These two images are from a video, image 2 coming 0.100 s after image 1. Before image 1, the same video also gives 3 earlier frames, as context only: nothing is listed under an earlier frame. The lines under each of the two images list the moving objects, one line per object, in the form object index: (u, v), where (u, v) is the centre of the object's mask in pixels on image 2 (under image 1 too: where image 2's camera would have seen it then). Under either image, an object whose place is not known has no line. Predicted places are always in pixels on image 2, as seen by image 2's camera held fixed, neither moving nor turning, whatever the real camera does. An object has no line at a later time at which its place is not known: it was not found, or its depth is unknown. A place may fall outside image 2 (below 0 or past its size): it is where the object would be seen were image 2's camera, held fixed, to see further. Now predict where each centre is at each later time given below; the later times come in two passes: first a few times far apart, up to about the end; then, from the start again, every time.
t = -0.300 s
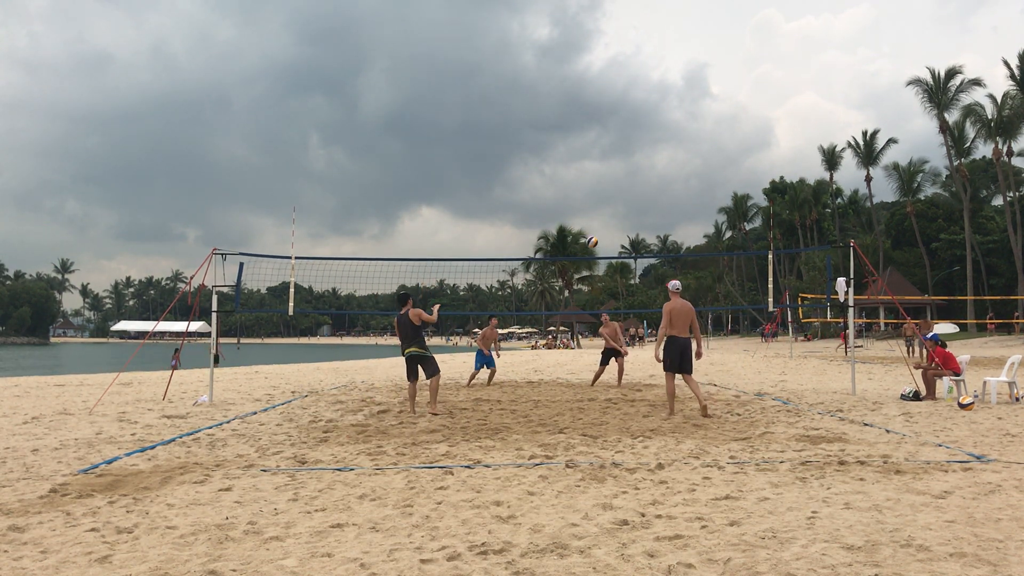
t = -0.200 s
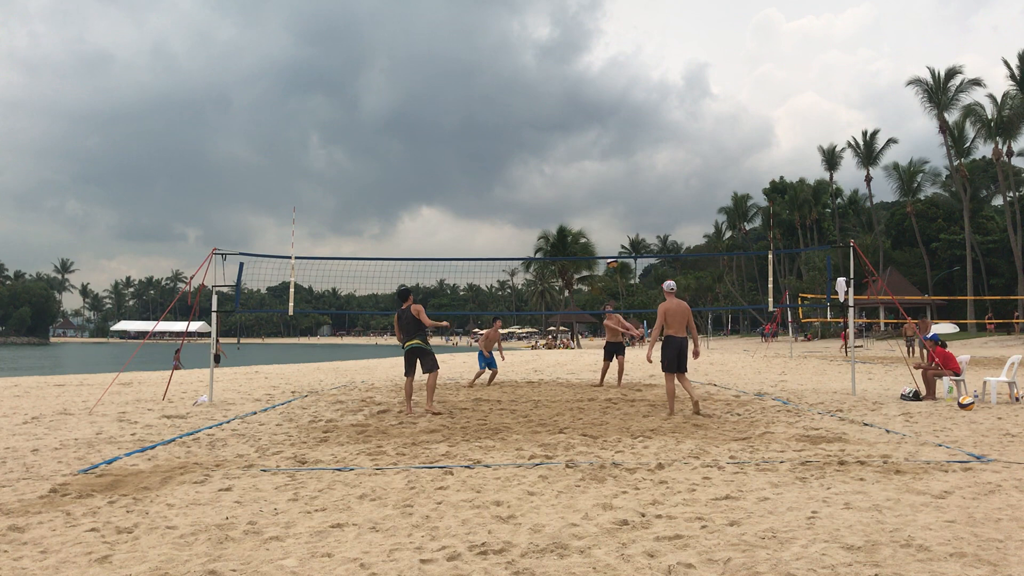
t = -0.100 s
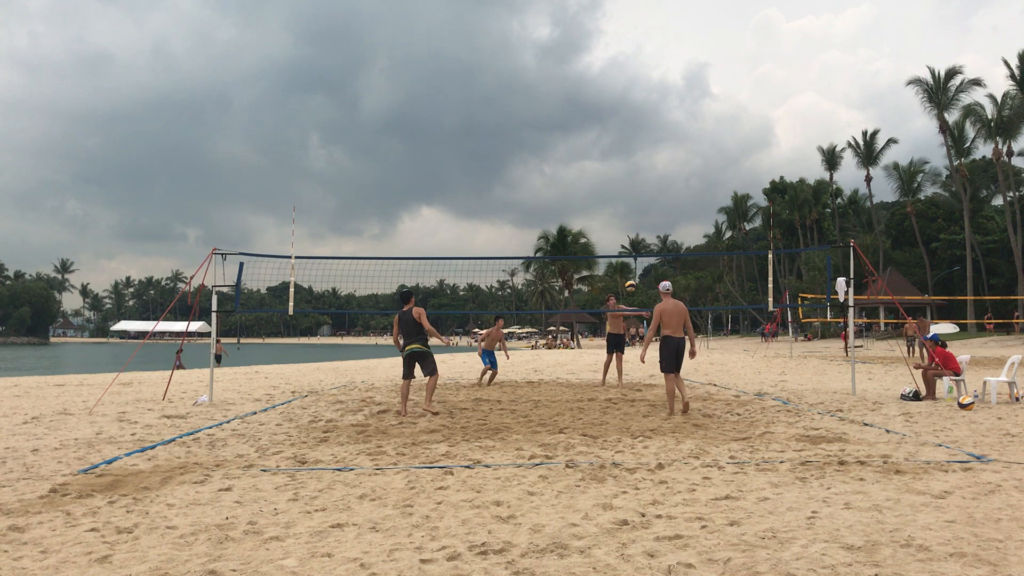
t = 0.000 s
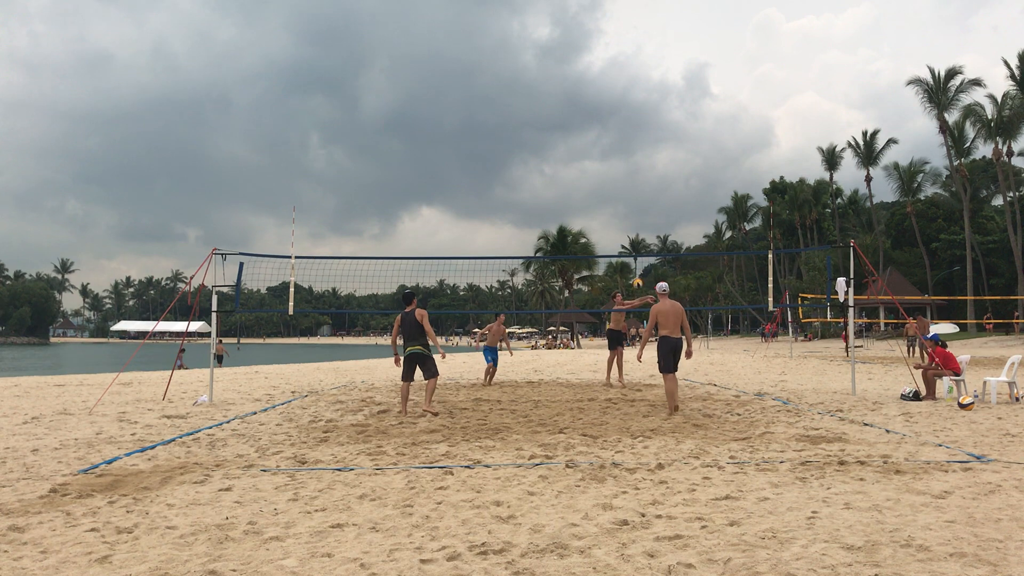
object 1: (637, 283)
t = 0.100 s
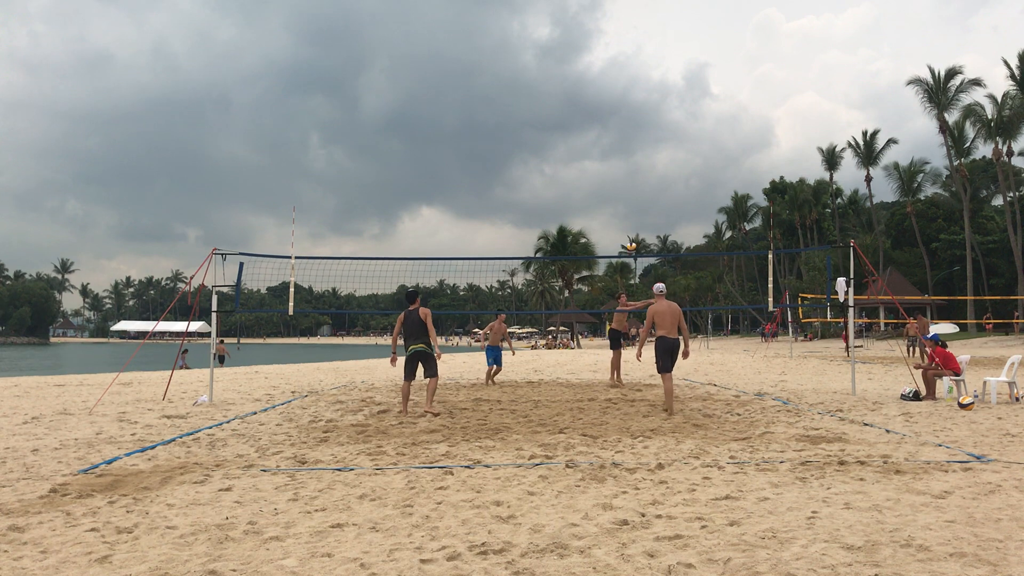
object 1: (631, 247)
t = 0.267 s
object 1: (621, 200)
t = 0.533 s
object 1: (607, 152)
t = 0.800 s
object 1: (594, 139)
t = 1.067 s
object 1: (582, 159)
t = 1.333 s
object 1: (570, 211)
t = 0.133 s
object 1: (629, 237)
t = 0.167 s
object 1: (627, 227)
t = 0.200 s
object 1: (626, 217)
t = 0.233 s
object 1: (623, 208)
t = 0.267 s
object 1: (621, 200)
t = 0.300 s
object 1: (620, 192)
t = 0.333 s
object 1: (618, 185)
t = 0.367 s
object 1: (616, 178)
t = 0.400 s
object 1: (614, 172)
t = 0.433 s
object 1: (612, 166)
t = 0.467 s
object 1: (611, 161)
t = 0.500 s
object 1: (609, 156)
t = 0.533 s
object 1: (607, 152)
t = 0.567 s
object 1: (606, 149)
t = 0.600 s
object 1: (604, 146)
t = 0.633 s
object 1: (602, 143)
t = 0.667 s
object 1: (601, 141)
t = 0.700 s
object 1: (599, 140)
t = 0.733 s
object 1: (597, 139)
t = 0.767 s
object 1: (596, 139)
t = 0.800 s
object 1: (594, 139)
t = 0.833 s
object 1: (593, 140)
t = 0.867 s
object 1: (591, 141)
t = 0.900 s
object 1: (589, 142)
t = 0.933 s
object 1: (588, 145)
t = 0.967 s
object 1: (586, 147)
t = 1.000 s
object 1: (585, 151)
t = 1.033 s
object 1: (583, 155)
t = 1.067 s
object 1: (582, 159)
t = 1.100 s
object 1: (580, 164)
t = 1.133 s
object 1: (578, 169)
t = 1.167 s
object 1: (577, 175)
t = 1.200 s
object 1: (576, 181)
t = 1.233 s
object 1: (574, 188)
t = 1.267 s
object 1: (573, 195)
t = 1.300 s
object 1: (571, 203)
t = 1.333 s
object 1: (570, 211)
